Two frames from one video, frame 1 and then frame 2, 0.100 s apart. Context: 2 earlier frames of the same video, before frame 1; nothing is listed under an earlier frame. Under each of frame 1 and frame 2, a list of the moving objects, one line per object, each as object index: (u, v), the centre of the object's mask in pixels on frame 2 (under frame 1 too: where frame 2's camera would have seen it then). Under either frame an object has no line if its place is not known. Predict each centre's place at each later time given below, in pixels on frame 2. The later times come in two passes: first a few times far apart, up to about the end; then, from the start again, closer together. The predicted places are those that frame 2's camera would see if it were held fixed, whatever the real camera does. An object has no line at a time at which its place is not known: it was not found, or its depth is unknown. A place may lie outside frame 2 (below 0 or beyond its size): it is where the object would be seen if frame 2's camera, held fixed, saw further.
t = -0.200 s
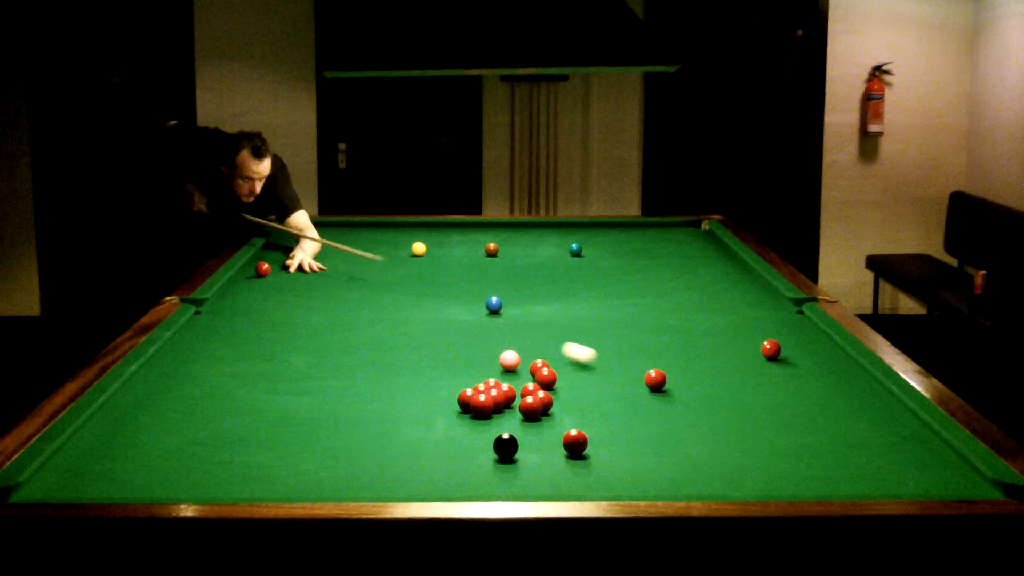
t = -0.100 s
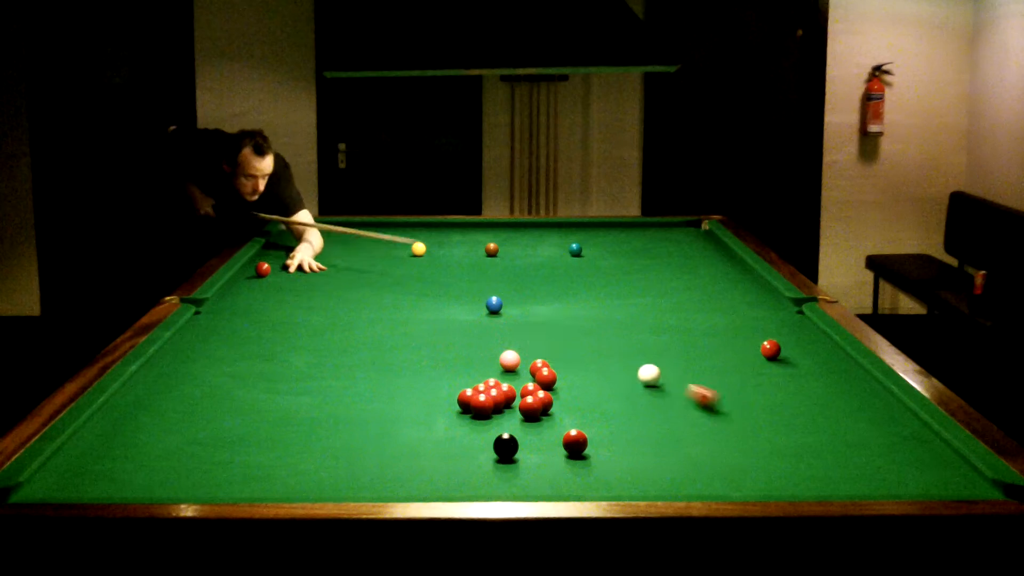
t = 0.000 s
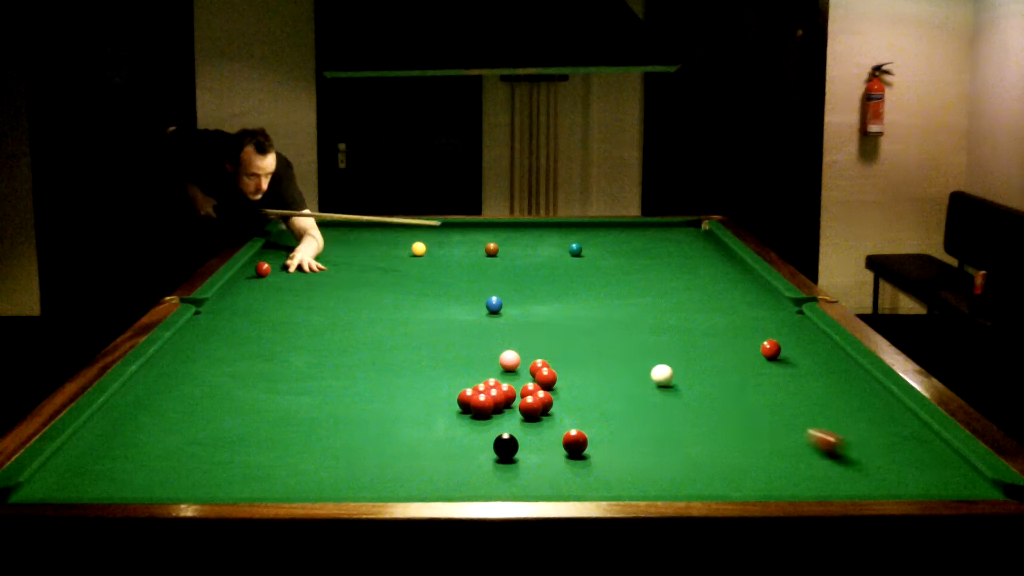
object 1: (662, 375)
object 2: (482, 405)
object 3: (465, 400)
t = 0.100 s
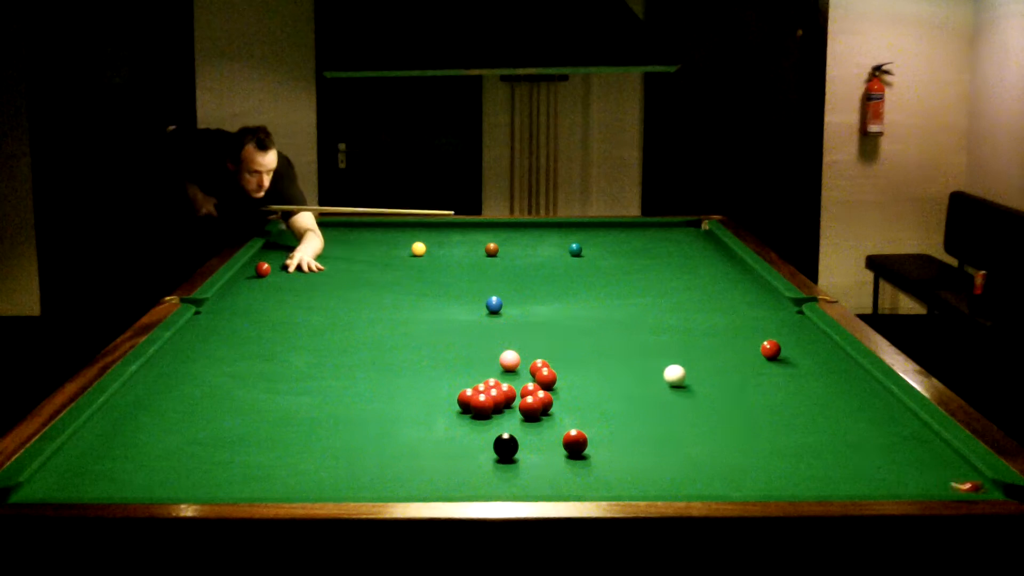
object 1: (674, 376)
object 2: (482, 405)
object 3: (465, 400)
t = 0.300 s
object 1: (698, 376)
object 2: (482, 405)
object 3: (465, 400)
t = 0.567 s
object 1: (728, 377)
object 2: (482, 406)
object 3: (465, 400)
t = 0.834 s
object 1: (755, 377)
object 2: (482, 406)
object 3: (465, 400)
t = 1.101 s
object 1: (780, 377)
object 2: (473, 406)
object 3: (457, 398)
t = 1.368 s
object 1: (801, 377)
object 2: (450, 408)
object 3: (429, 394)
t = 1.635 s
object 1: (819, 377)
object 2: (430, 409)
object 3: (404, 389)
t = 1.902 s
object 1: (834, 377)
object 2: (412, 410)
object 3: (381, 385)
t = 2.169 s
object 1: (846, 378)
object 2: (398, 411)
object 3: (361, 382)
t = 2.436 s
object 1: (854, 378)
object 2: (387, 411)
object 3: (344, 378)
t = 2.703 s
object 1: (859, 378)
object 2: (380, 412)
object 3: (330, 375)
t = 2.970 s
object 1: (860, 378)
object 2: (375, 412)
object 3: (318, 373)
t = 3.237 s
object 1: (860, 378)
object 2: (374, 412)
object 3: (308, 371)
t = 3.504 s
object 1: (860, 378)
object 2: (374, 412)
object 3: (300, 369)
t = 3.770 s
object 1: (860, 378)
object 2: (374, 412)
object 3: (295, 368)
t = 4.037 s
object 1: (860, 378)
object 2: (374, 412)
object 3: (292, 367)
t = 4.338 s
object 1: (860, 378)
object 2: (374, 412)
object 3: (290, 366)
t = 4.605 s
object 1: (860, 378)
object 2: (374, 412)
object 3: (289, 366)
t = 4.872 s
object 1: (860, 378)
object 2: (374, 412)
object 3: (290, 366)
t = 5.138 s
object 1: (860, 378)
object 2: (374, 412)
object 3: (290, 366)
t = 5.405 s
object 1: (860, 378)
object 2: (374, 412)
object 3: (290, 366)
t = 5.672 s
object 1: (860, 378)
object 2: (374, 412)
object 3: (290, 366)
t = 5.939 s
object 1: (860, 378)
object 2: (374, 412)
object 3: (290, 366)
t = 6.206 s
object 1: (860, 378)
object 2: (374, 412)
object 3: (290, 366)
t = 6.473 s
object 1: (860, 378)
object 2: (374, 412)
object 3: (290, 366)
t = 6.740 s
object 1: (860, 378)
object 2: (374, 412)
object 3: (290, 366)
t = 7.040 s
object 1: (860, 378)
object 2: (374, 412)
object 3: (290, 366)
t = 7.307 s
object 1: (860, 378)
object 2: (374, 412)
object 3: (290, 366)
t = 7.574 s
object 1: (860, 378)
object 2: (374, 412)
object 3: (290, 366)
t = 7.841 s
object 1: (860, 378)
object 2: (374, 412)
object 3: (290, 366)
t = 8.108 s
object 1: (860, 378)
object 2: (374, 412)
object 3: (290, 366)
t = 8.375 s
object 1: (860, 378)
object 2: (374, 412)
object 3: (290, 366)
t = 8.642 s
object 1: (860, 378)
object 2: (374, 412)
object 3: (290, 366)
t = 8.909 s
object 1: (860, 378)
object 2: (374, 411)
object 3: (290, 366)
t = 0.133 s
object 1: (679, 376)
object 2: (482, 405)
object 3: (465, 400)
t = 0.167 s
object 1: (683, 376)
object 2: (482, 405)
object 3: (465, 400)
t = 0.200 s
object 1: (687, 376)
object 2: (482, 405)
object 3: (465, 400)
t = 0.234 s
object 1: (691, 376)
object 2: (482, 405)
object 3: (465, 400)
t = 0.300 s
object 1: (698, 376)
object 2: (482, 405)
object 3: (465, 400)
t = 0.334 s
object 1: (702, 376)
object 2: (482, 406)
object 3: (465, 400)
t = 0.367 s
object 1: (706, 376)
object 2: (482, 406)
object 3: (465, 400)
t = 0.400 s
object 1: (710, 376)
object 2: (482, 406)
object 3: (465, 400)
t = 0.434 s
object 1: (714, 376)
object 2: (482, 406)
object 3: (465, 400)
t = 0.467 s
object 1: (718, 377)
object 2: (482, 406)
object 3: (465, 400)
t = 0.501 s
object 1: (721, 377)
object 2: (482, 406)
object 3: (465, 400)
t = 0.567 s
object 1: (728, 377)
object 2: (482, 406)
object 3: (465, 400)
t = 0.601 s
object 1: (732, 376)
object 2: (482, 406)
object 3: (465, 400)
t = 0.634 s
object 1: (735, 377)
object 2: (482, 406)
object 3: (465, 400)
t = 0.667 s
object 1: (739, 377)
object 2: (482, 406)
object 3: (465, 400)
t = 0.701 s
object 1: (742, 377)
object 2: (482, 406)
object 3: (465, 400)
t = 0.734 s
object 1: (746, 377)
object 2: (482, 406)
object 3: (465, 400)
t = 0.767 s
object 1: (749, 377)
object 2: (482, 406)
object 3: (465, 400)
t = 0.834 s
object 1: (755, 377)
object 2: (482, 406)
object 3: (465, 400)
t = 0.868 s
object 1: (759, 377)
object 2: (482, 406)
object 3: (465, 400)
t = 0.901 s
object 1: (762, 377)
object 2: (482, 406)
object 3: (465, 400)
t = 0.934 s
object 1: (765, 377)
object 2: (482, 406)
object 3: (465, 400)
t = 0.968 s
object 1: (768, 377)
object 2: (481, 405)
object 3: (465, 400)
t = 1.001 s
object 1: (771, 377)
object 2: (480, 405)
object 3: (465, 400)
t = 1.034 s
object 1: (774, 377)
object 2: (476, 405)
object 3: (463, 400)
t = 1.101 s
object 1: (780, 377)
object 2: (473, 406)
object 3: (457, 398)
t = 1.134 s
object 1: (782, 377)
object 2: (470, 407)
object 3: (453, 398)
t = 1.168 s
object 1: (785, 377)
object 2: (467, 407)
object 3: (450, 397)
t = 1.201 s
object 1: (788, 377)
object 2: (464, 407)
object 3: (446, 397)
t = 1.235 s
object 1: (791, 377)
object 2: (461, 407)
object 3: (443, 396)
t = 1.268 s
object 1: (794, 377)
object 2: (459, 407)
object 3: (439, 396)
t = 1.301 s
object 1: (796, 377)
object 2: (456, 407)
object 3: (436, 395)
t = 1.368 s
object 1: (801, 377)
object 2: (450, 408)
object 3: (429, 394)
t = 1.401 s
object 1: (803, 377)
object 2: (447, 408)
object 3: (426, 393)
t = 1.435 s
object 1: (806, 377)
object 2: (445, 408)
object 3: (423, 393)
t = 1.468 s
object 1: (808, 377)
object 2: (442, 408)
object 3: (419, 392)
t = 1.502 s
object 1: (810, 377)
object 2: (440, 408)
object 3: (416, 392)
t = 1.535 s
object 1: (813, 377)
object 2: (437, 408)
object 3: (413, 391)
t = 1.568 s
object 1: (815, 378)
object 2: (434, 409)
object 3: (410, 390)
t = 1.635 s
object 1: (819, 377)
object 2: (430, 409)
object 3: (404, 389)
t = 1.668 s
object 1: (821, 377)
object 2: (427, 409)
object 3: (401, 389)
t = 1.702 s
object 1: (823, 377)
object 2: (425, 410)
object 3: (398, 388)
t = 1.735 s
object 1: (825, 377)
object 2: (423, 410)
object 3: (395, 388)
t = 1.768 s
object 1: (827, 378)
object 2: (421, 410)
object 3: (392, 387)
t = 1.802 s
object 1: (829, 377)
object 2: (418, 410)
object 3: (389, 387)
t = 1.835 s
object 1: (831, 377)
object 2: (416, 410)
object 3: (387, 386)
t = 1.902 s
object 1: (834, 377)
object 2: (412, 410)
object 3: (381, 385)
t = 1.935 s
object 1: (835, 377)
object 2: (410, 410)
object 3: (379, 385)
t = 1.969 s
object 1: (837, 377)
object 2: (408, 410)
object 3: (376, 384)
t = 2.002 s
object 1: (838, 377)
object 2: (406, 410)
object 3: (374, 384)
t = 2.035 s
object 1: (840, 377)
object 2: (405, 411)
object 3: (371, 383)
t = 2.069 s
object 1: (841, 378)
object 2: (403, 411)
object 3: (369, 383)
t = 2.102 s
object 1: (843, 378)
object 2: (401, 411)
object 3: (366, 383)
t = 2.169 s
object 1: (846, 378)
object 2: (398, 411)
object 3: (361, 382)
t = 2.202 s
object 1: (847, 378)
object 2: (396, 411)
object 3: (359, 381)
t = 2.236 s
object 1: (848, 378)
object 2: (395, 411)
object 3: (357, 381)
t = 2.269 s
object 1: (849, 378)
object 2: (393, 411)
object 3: (355, 380)
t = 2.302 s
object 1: (850, 377)
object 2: (392, 411)
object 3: (353, 380)
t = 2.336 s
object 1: (851, 378)
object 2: (391, 411)
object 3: (350, 380)
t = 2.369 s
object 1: (852, 378)
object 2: (389, 411)
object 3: (348, 379)
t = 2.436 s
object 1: (854, 378)
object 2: (387, 411)
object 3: (344, 378)
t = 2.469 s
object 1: (854, 378)
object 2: (386, 412)
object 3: (342, 378)
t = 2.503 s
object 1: (855, 378)
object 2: (385, 412)
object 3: (341, 378)
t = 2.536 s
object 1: (856, 378)
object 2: (384, 412)
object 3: (339, 377)
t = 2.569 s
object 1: (856, 378)
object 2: (383, 412)
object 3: (337, 377)
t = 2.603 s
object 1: (857, 378)
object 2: (382, 412)
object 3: (335, 376)
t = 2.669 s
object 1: (858, 378)
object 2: (380, 412)
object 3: (332, 376)
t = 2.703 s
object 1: (859, 378)
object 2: (380, 412)
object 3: (330, 375)
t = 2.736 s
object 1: (859, 378)
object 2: (379, 412)
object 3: (328, 375)
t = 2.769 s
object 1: (859, 378)
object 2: (378, 412)
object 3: (327, 375)
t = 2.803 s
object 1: (859, 378)
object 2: (377, 412)
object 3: (325, 374)
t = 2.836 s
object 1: (860, 378)
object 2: (377, 412)
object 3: (323, 374)
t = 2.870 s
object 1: (860, 378)
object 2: (376, 412)
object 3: (322, 374)
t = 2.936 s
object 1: (860, 378)
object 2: (376, 412)
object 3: (319, 373)
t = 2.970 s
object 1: (860, 378)
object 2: (375, 412)
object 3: (318, 373)
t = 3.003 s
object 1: (860, 378)
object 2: (375, 412)
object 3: (316, 373)
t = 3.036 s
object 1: (860, 378)
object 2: (375, 412)
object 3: (315, 373)
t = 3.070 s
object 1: (860, 378)
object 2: (374, 412)
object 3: (314, 372)
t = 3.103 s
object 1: (860, 378)
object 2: (374, 412)
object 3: (312, 372)
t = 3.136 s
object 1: (860, 378)
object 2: (374, 412)
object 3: (311, 372)
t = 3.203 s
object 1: (860, 378)
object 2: (374, 412)
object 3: (309, 371)
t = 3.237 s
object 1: (860, 378)
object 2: (374, 412)
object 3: (308, 371)
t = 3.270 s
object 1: (860, 378)
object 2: (374, 412)
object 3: (307, 371)
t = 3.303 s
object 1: (860, 378)
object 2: (374, 412)
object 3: (305, 370)
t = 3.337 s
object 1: (860, 378)
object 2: (374, 412)
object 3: (304, 370)
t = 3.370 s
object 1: (860, 378)
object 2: (374, 412)
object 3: (303, 370)
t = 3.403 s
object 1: (860, 378)
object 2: (374, 412)
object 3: (303, 370)
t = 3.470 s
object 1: (860, 378)
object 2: (374, 412)
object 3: (301, 369)
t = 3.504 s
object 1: (860, 378)
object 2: (374, 412)
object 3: (300, 369)
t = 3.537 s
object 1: (860, 378)
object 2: (374, 412)
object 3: (299, 369)
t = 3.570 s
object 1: (860, 378)
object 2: (374, 412)
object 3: (298, 369)
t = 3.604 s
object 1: (860, 378)
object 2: (374, 412)
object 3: (298, 369)
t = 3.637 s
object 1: (860, 378)
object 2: (374, 412)
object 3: (297, 369)
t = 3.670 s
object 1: (860, 378)
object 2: (374, 412)
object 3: (296, 368)
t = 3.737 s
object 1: (860, 378)
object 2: (374, 412)
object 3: (295, 368)
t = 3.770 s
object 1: (860, 378)
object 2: (374, 412)
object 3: (295, 368)
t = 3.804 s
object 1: (860, 378)
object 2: (374, 412)
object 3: (294, 368)
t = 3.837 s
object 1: (860, 378)
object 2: (374, 412)
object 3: (294, 368)
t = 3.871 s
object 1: (860, 378)
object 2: (374, 412)
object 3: (293, 367)
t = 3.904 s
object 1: (860, 378)
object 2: (374, 412)
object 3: (293, 367)
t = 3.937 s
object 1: (860, 378)
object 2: (374, 412)
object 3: (293, 367)
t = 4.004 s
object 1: (860, 378)
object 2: (374, 412)
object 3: (292, 367)
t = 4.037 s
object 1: (860, 378)
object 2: (374, 412)
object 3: (292, 367)
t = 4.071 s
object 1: (860, 378)
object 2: (374, 412)
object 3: (291, 367)
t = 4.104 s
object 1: (860, 378)
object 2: (374, 412)
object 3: (291, 367)
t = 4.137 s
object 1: (860, 378)
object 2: (374, 412)
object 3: (291, 366)
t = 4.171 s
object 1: (860, 378)
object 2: (374, 412)
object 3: (290, 366)
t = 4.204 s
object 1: (860, 378)
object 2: (374, 412)
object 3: (290, 366)
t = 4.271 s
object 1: (860, 378)
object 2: (374, 412)
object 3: (290, 366)
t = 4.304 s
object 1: (860, 378)
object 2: (374, 412)
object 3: (290, 366)
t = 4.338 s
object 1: (860, 378)
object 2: (374, 412)
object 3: (290, 366)
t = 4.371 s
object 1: (860, 378)
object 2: (374, 412)
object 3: (289, 366)
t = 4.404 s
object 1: (860, 378)
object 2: (374, 412)
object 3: (289, 366)
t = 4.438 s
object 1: (860, 378)
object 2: (374, 412)
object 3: (289, 366)
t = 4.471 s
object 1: (860, 378)
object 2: (374, 412)
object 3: (289, 366)
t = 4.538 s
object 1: (860, 378)
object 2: (374, 412)
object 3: (289, 366)
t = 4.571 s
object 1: (860, 378)
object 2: (374, 412)
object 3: (289, 366)
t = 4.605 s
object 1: (860, 378)
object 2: (374, 412)
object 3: (289, 366)
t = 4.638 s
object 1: (860, 378)
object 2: (374, 412)
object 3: (289, 366)
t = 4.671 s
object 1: (860, 378)
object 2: (374, 412)
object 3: (289, 366)
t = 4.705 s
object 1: (860, 378)
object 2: (374, 412)
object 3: (290, 366)
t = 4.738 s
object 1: (860, 378)
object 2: (374, 412)
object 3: (290, 366)
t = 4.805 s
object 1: (860, 378)
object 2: (374, 412)
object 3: (290, 366)
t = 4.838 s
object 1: (860, 378)
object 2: (374, 412)
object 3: (290, 366)
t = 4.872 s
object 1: (860, 378)
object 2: (374, 412)
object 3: (290, 366)
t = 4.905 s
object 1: (860, 378)
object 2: (374, 412)
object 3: (290, 366)
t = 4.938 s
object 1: (860, 378)
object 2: (374, 412)
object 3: (290, 366)
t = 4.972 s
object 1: (860, 378)
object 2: (374, 412)
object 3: (290, 366)
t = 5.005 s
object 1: (860, 378)
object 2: (374, 412)
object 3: (290, 366)
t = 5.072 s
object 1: (860, 378)
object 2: (374, 412)
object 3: (290, 366)
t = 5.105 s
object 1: (860, 378)
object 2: (374, 412)
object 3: (290, 366)
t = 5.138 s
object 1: (860, 378)
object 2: (374, 412)
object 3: (290, 366)
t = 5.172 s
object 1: (860, 378)
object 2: (374, 412)
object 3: (290, 366)
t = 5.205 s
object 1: (860, 378)
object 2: (374, 412)
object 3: (290, 366)
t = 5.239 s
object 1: (860, 378)
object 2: (374, 412)
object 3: (290, 366)
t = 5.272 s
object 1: (860, 378)
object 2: (374, 412)
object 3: (290, 366)
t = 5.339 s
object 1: (860, 378)
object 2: (374, 412)
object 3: (290, 366)
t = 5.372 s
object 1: (860, 378)
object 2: (374, 412)
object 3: (290, 366)
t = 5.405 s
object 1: (860, 378)
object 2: (374, 412)
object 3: (290, 366)
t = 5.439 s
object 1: (860, 378)
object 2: (374, 412)
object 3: (290, 366)
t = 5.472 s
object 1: (860, 378)
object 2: (374, 412)
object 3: (290, 366)
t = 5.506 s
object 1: (860, 378)
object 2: (374, 412)
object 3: (290, 366)
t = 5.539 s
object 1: (860, 378)
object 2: (374, 412)
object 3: (290, 366)
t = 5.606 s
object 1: (860, 378)
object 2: (374, 412)
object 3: (290, 366)
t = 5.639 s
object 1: (860, 378)
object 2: (374, 412)
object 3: (290, 366)
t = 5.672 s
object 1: (860, 378)
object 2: (374, 412)
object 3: (290, 366)
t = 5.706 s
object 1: (860, 378)
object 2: (374, 412)
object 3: (290, 366)
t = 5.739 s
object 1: (860, 378)
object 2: (374, 412)
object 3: (290, 366)
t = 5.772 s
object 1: (860, 378)
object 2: (374, 412)
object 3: (290, 366)
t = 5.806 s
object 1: (860, 378)
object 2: (374, 412)
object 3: (290, 366)
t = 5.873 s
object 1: (860, 378)
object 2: (374, 412)
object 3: (290, 366)
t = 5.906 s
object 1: (860, 378)
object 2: (374, 412)
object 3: (290, 366)
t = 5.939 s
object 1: (860, 378)
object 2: (374, 412)
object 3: (290, 366)
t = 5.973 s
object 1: (860, 378)
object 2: (374, 412)
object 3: (290, 366)
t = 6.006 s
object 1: (860, 378)
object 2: (374, 412)
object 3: (290, 366)
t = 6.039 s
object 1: (860, 378)
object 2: (374, 412)
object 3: (290, 366)
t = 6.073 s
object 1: (860, 378)
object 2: (374, 412)
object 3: (290, 366)
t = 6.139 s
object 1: (860, 378)
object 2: (374, 412)
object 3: (290, 366)
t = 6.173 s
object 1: (860, 378)
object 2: (374, 412)
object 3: (290, 366)
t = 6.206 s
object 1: (860, 378)
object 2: (374, 412)
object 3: (290, 366)
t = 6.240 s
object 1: (860, 378)
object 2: (374, 412)
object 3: (290, 366)
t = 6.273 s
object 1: (860, 378)
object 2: (374, 412)
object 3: (290, 366)
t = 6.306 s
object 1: (860, 378)
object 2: (374, 412)
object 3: (290, 366)
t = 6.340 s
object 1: (860, 378)
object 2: (374, 412)
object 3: (290, 366)
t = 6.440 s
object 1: (860, 378)
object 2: (374, 412)
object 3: (290, 366)
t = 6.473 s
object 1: (860, 378)
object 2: (374, 412)
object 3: (290, 366)
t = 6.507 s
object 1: (860, 378)
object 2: (374, 412)
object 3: (290, 366)
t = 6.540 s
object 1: (860, 378)
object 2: (374, 412)
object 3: (290, 366)
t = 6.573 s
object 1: (860, 378)
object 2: (374, 412)
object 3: (290, 366)
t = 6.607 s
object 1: (860, 378)
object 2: (374, 412)
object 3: (290, 366)
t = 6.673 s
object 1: (860, 378)
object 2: (374, 412)
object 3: (290, 366)
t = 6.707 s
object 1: (860, 378)
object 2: (374, 412)
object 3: (290, 366)
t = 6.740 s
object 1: (860, 378)
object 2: (374, 412)
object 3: (290, 366)
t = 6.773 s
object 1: (860, 378)
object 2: (374, 412)
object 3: (290, 366)
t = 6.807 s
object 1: (860, 378)
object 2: (374, 412)
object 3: (290, 366)
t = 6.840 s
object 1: (860, 378)
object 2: (374, 412)
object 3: (290, 366)
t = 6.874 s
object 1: (860, 378)
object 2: (374, 412)
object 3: (290, 366)
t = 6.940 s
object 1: (860, 378)
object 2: (374, 412)
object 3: (290, 366)
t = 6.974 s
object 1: (860, 378)
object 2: (374, 412)
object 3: (290, 366)
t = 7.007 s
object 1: (860, 378)
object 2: (374, 412)
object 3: (290, 366)
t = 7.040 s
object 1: (860, 378)
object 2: (374, 412)
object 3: (290, 366)
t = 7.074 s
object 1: (860, 378)
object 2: (374, 412)
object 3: (290, 366)
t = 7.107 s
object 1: (860, 378)
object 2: (374, 412)
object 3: (290, 366)
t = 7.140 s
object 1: (860, 378)
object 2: (374, 412)
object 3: (290, 366)
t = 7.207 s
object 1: (860, 378)
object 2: (374, 412)
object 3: (290, 366)
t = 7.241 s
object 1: (860, 378)
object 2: (374, 412)
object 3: (290, 366)
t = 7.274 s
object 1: (860, 378)
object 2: (374, 412)
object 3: (290, 366)
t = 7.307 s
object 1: (860, 378)
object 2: (374, 412)
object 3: (290, 366)
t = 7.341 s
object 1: (860, 378)
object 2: (374, 412)
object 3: (290, 366)
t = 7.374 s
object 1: (860, 378)
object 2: (374, 412)
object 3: (290, 366)
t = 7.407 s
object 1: (860, 378)
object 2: (374, 412)
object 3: (290, 366)
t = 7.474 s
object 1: (860, 378)
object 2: (374, 412)
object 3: (290, 366)
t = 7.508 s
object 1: (860, 378)
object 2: (374, 412)
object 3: (290, 366)
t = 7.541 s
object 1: (860, 378)
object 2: (374, 412)
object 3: (290, 366)
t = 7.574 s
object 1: (860, 378)
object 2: (374, 412)
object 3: (290, 366)
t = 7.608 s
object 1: (860, 378)
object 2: (374, 412)
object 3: (290, 366)
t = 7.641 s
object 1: (860, 378)
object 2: (374, 412)
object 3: (290, 366)
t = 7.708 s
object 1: (860, 378)
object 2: (374, 412)
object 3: (290, 366)
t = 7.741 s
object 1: (860, 378)
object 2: (374, 411)
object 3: (290, 366)
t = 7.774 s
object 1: (860, 378)
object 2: (374, 412)
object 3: (290, 366)
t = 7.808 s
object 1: (860, 378)
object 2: (374, 412)
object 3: (290, 366)
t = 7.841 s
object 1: (860, 378)
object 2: (374, 412)
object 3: (290, 366)
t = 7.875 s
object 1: (860, 378)
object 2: (374, 412)
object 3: (290, 366)
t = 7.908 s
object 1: (860, 378)
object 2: (374, 412)
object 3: (290, 366)
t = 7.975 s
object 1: (860, 378)
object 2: (374, 412)
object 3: (290, 366)
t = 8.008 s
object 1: (860, 378)
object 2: (374, 412)
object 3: (290, 366)
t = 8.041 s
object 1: (860, 378)
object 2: (374, 412)
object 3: (290, 366)
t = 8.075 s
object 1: (860, 378)
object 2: (374, 412)
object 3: (290, 366)
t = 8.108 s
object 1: (860, 378)
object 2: (374, 412)
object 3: (290, 366)
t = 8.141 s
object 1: (860, 378)
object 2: (374, 412)
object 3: (290, 366)
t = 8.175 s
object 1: (860, 378)
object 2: (374, 412)
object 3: (290, 366)
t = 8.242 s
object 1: (860, 378)
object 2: (374, 412)
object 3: (290, 366)
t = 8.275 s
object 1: (860, 378)
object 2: (374, 412)
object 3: (290, 366)
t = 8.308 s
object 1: (860, 378)
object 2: (374, 412)
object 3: (290, 366)
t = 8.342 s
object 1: (860, 378)
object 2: (374, 412)
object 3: (290, 366)
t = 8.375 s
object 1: (860, 378)
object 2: (374, 412)
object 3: (290, 366)
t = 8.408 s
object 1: (860, 378)
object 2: (374, 412)
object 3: (290, 366)
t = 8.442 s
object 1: (860, 378)
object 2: (374, 412)
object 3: (290, 366)
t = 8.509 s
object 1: (860, 378)
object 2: (374, 412)
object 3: (290, 366)
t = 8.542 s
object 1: (860, 378)
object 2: (374, 412)
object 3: (290, 366)
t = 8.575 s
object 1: (860, 378)
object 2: (374, 412)
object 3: (290, 366)
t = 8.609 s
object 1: (860, 378)
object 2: (374, 412)
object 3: (290, 366)
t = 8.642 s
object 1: (860, 378)
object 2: (374, 412)
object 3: (290, 366)
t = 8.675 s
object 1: (860, 378)
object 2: (374, 412)
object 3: (290, 366)
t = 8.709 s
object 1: (860, 378)
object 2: (374, 412)
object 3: (290, 366)
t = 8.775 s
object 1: (860, 378)
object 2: (374, 412)
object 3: (290, 366)
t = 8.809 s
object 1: (860, 378)
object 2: (374, 412)
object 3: (290, 366)
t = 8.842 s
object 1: (860, 378)
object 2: (374, 412)
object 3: (290, 366)
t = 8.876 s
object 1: (860, 378)
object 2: (374, 412)
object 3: (290, 366)
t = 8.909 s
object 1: (860, 378)
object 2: (374, 411)
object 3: (290, 366)
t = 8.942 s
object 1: (860, 378)
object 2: (374, 412)
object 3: (290, 366)
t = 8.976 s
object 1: (860, 378)
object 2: (374, 412)
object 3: (290, 366)
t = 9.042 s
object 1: (860, 378)
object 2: (374, 412)
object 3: (290, 366)
